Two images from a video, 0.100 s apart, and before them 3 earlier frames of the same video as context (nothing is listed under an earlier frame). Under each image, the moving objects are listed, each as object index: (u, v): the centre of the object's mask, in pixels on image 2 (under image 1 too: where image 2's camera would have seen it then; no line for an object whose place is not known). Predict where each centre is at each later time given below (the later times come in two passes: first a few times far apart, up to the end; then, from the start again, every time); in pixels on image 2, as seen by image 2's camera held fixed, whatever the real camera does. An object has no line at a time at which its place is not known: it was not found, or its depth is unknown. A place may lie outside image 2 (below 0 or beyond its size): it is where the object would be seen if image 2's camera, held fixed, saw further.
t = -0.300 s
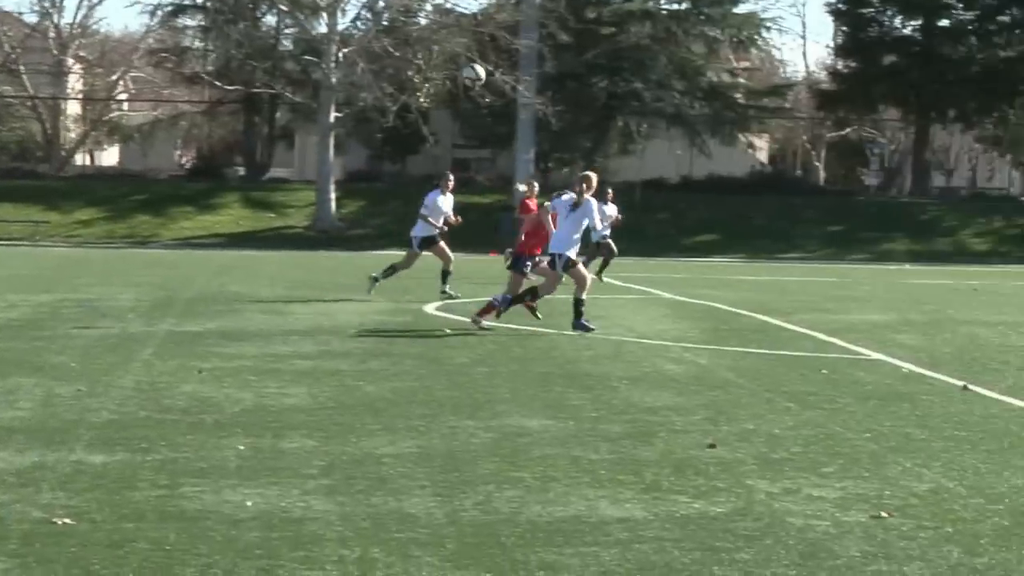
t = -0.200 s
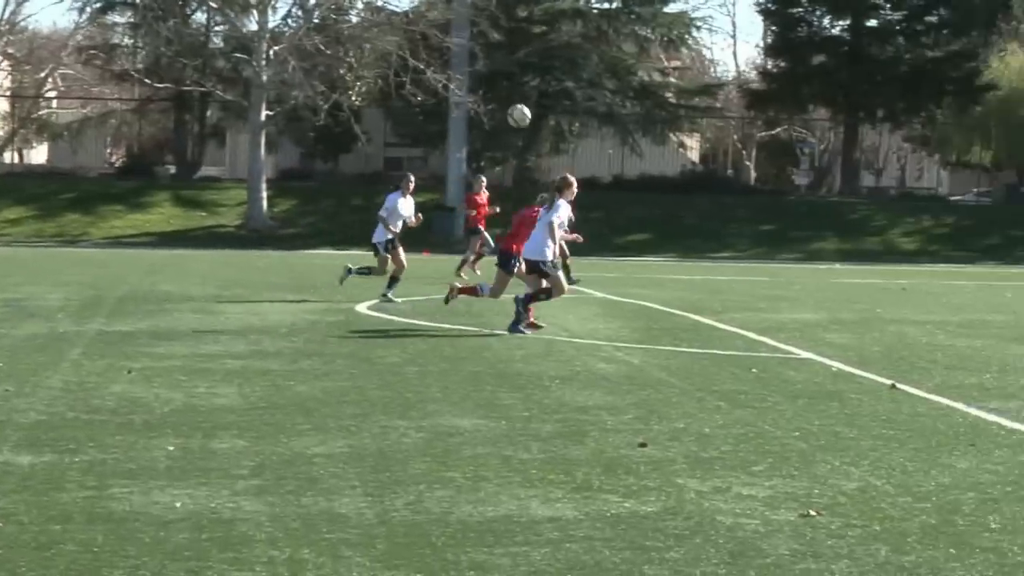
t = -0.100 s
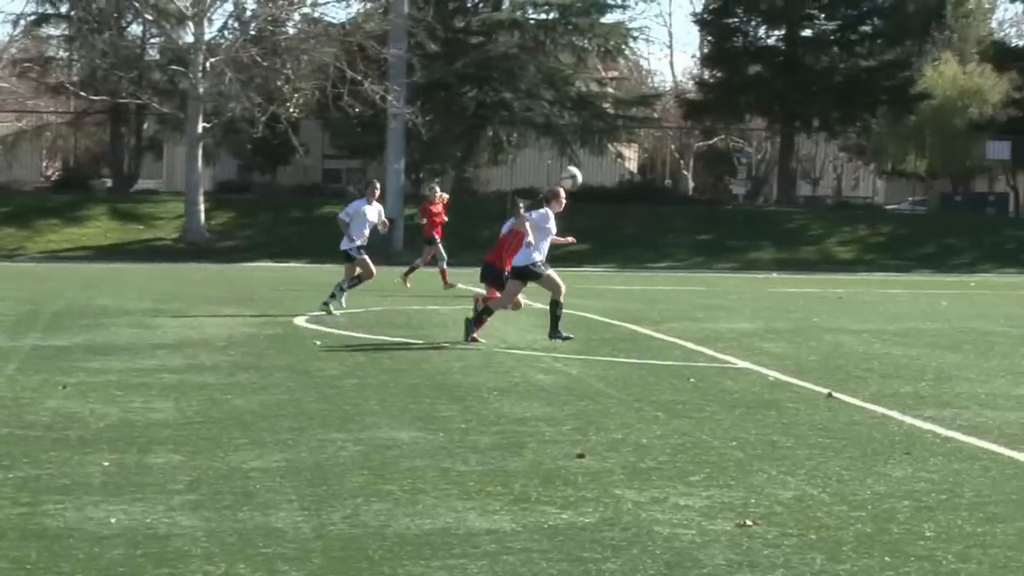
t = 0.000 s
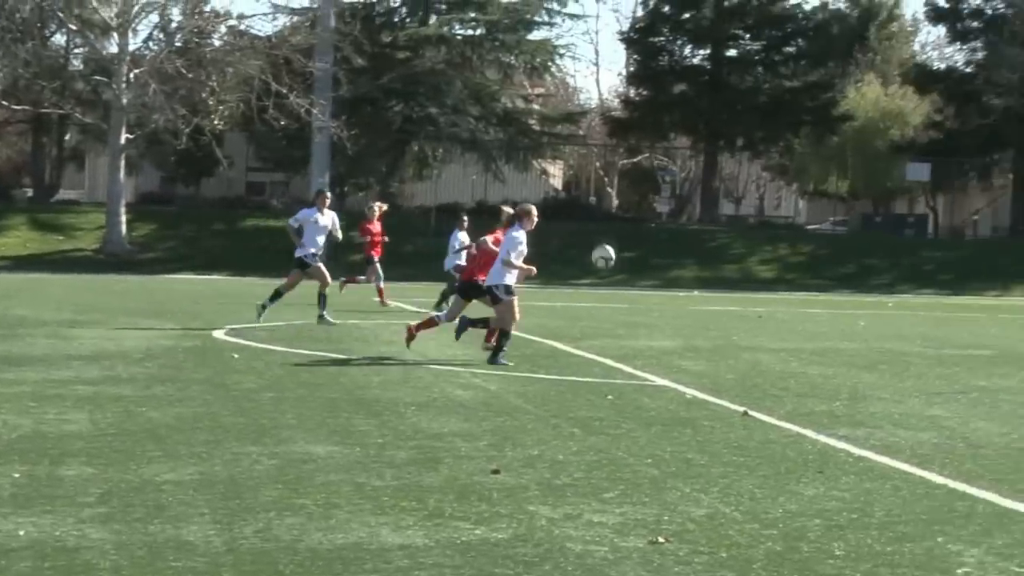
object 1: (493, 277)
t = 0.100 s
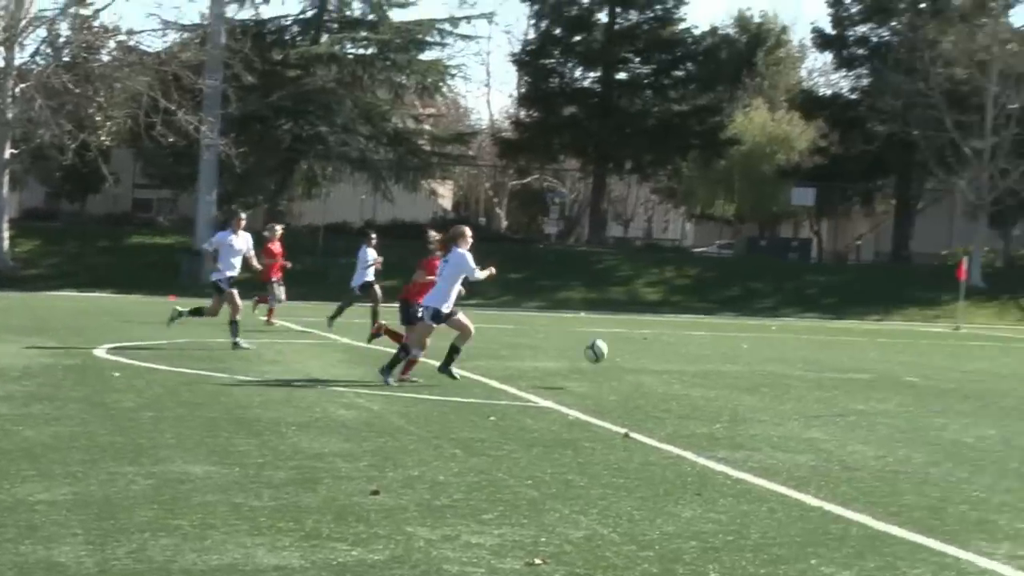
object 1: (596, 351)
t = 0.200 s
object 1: (668, 350)
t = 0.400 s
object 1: (764, 270)
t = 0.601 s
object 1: (858, 235)
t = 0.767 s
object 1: (939, 237)
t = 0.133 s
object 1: (631, 378)
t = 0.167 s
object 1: (651, 366)
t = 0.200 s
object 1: (668, 350)
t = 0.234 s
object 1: (686, 333)
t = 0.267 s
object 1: (702, 317)
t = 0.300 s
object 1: (716, 304)
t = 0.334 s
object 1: (732, 292)
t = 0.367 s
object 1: (751, 280)
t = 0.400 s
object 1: (764, 270)
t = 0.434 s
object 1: (781, 261)
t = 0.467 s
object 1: (795, 254)
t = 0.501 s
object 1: (813, 248)
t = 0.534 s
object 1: (829, 242)
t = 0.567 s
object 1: (845, 236)
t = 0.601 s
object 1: (858, 235)
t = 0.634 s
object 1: (876, 233)
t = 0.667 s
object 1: (892, 232)
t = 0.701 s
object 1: (907, 232)
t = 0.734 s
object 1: (923, 234)
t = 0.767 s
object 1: (939, 237)
